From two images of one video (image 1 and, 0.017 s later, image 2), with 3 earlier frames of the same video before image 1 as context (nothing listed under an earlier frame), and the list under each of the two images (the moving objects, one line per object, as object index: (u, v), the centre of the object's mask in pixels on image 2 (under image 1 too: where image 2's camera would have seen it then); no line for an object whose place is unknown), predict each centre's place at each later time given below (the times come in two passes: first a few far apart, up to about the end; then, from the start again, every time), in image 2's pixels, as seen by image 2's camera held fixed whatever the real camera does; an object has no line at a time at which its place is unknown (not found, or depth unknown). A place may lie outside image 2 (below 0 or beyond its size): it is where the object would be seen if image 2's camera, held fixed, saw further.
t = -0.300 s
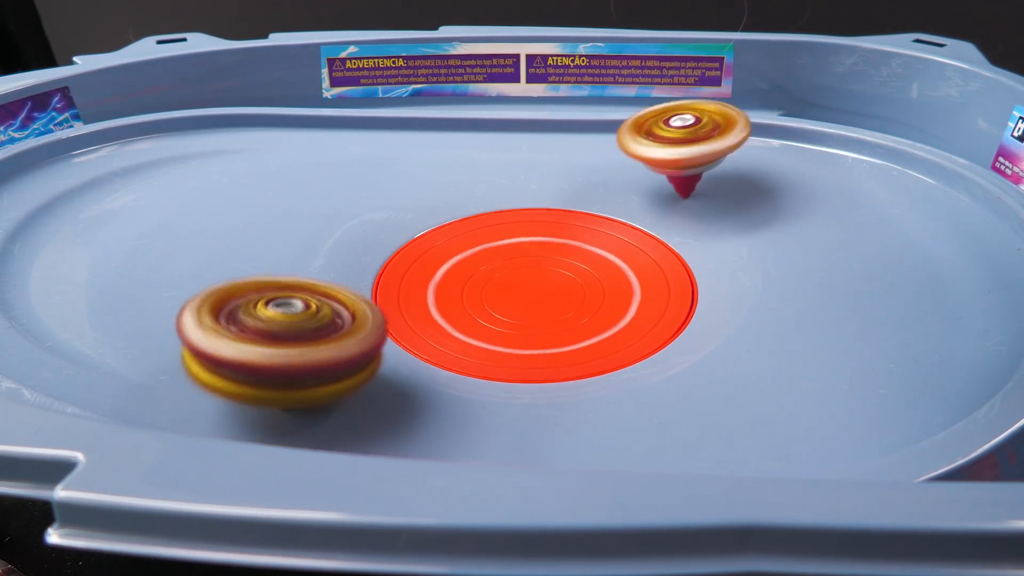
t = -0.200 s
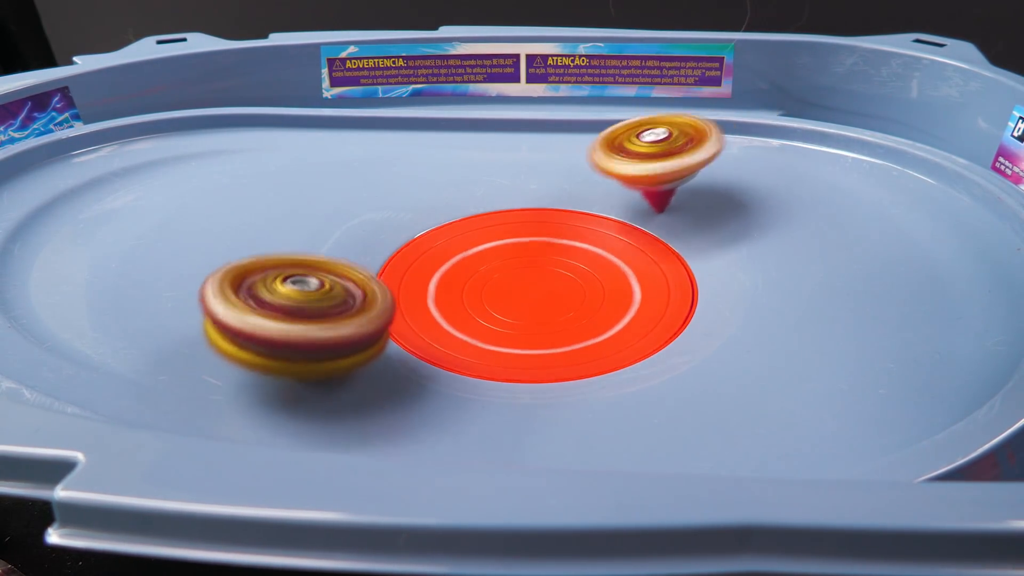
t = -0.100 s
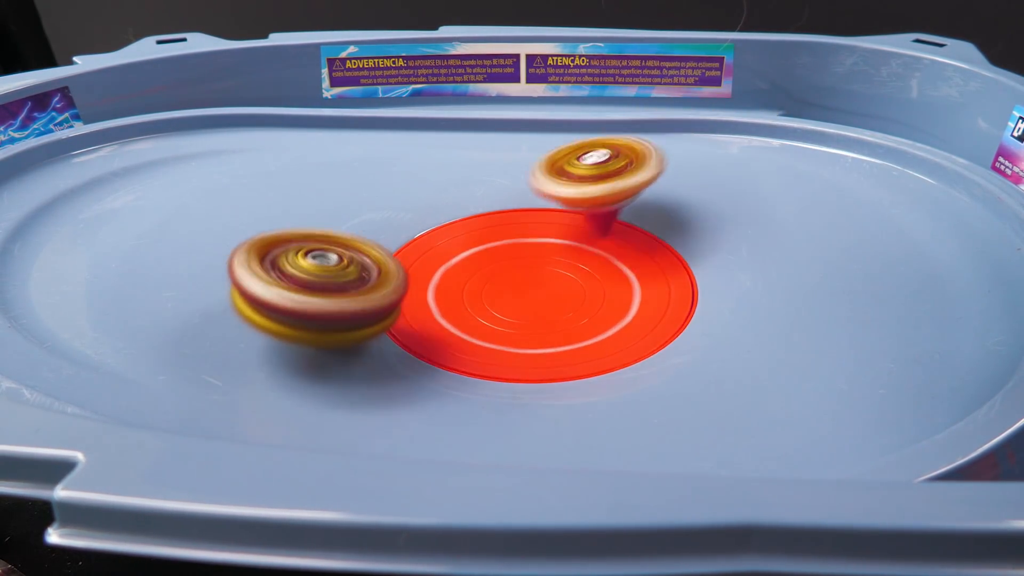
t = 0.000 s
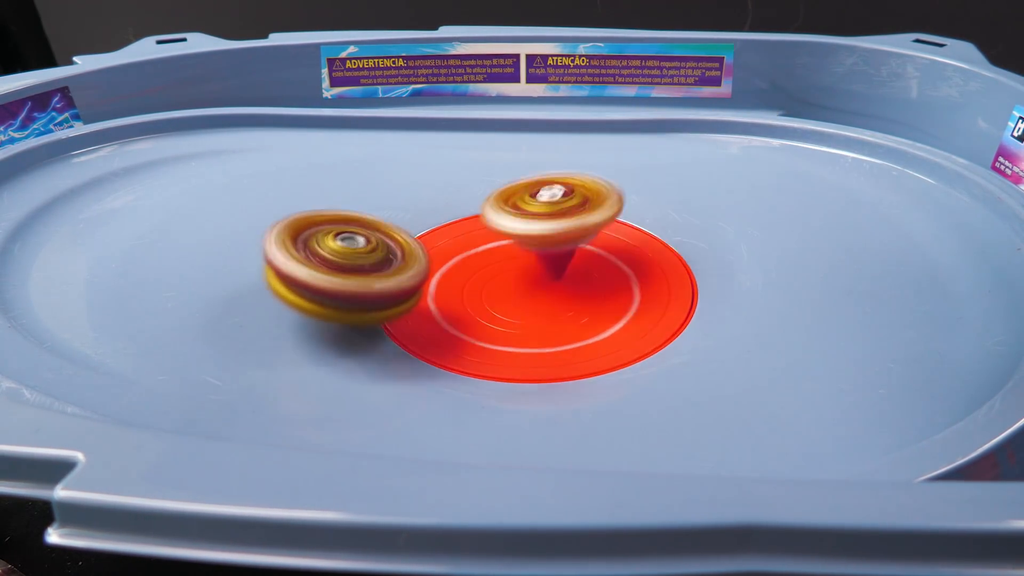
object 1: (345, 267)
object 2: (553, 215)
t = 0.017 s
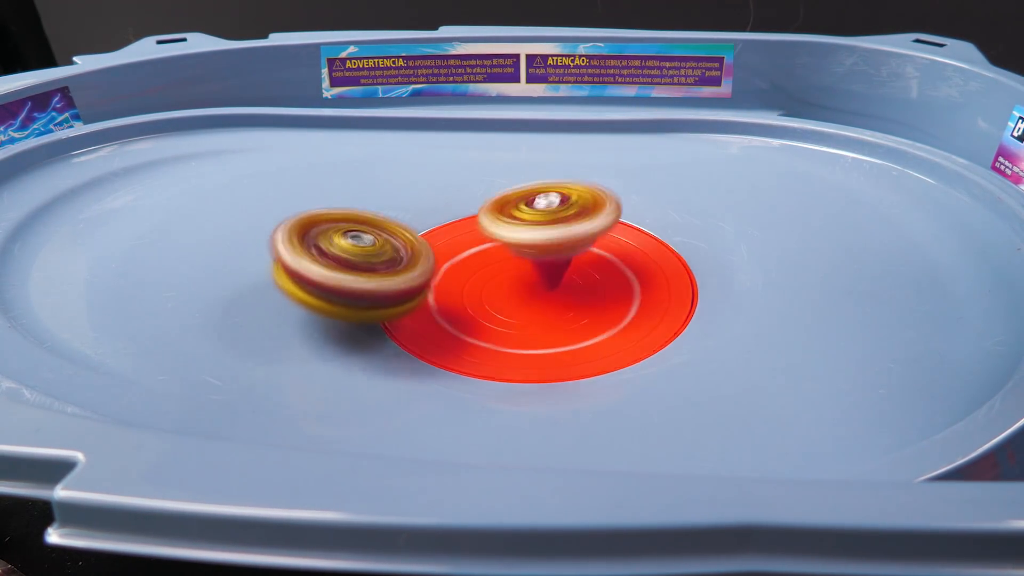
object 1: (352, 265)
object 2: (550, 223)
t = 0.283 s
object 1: (561, 165)
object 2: (554, 320)
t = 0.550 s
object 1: (644, 103)
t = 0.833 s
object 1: (517, 123)
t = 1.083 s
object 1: (449, 127)
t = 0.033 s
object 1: (360, 263)
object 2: (547, 231)
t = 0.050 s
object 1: (371, 262)
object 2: (544, 239)
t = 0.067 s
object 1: (381, 261)
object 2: (538, 248)
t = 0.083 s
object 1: (388, 260)
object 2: (538, 252)
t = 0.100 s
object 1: (396, 255)
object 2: (543, 259)
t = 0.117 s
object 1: (404, 250)
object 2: (550, 272)
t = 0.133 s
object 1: (415, 241)
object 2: (557, 285)
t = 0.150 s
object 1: (426, 234)
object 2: (560, 292)
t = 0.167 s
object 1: (438, 229)
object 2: (562, 301)
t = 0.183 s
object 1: (451, 221)
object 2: (561, 309)
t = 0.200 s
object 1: (464, 214)
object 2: (560, 310)
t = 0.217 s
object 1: (480, 205)
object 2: (557, 314)
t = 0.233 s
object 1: (496, 196)
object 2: (556, 317)
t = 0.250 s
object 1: (515, 186)
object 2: (554, 319)
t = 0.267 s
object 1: (536, 176)
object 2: (554, 321)
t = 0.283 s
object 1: (561, 165)
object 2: (554, 320)
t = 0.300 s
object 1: (583, 156)
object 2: (554, 320)
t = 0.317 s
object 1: (602, 146)
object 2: (556, 319)
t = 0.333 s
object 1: (617, 139)
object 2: (558, 317)
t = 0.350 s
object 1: (630, 132)
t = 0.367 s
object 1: (640, 126)
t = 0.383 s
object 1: (647, 119)
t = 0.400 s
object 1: (651, 112)
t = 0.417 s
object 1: (654, 106)
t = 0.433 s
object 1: (655, 98)
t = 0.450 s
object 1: (656, 91)
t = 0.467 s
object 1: (656, 87)
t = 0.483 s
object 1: (655, 89)
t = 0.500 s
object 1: (654, 94)
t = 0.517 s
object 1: (652, 98)
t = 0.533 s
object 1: (648, 100)
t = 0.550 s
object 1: (644, 103)
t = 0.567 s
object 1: (641, 107)
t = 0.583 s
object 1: (635, 109)
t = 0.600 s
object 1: (629, 112)
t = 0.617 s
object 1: (623, 115)
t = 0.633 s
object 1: (614, 118)
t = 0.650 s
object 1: (606, 121)
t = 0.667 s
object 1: (594, 124)
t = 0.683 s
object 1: (582, 126)
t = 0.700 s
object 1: (569, 129)
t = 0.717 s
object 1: (554, 131)
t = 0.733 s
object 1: (541, 133)
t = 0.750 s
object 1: (533, 133)
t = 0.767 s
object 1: (532, 129)
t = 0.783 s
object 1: (531, 126)
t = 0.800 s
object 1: (527, 124)
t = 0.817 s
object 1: (523, 123)
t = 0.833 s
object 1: (517, 123)
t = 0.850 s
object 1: (512, 122)
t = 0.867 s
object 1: (505, 122)
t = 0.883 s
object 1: (501, 122)
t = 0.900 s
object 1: (495, 122)
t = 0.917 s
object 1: (491, 123)
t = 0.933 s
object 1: (486, 123)
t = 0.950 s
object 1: (481, 124)
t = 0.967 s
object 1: (477, 124)
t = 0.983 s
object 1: (472, 124)
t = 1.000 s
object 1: (469, 124)
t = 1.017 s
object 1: (464, 125)
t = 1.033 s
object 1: (461, 125)
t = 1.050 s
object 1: (457, 126)
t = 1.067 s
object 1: (453, 126)
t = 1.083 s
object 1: (449, 127)
